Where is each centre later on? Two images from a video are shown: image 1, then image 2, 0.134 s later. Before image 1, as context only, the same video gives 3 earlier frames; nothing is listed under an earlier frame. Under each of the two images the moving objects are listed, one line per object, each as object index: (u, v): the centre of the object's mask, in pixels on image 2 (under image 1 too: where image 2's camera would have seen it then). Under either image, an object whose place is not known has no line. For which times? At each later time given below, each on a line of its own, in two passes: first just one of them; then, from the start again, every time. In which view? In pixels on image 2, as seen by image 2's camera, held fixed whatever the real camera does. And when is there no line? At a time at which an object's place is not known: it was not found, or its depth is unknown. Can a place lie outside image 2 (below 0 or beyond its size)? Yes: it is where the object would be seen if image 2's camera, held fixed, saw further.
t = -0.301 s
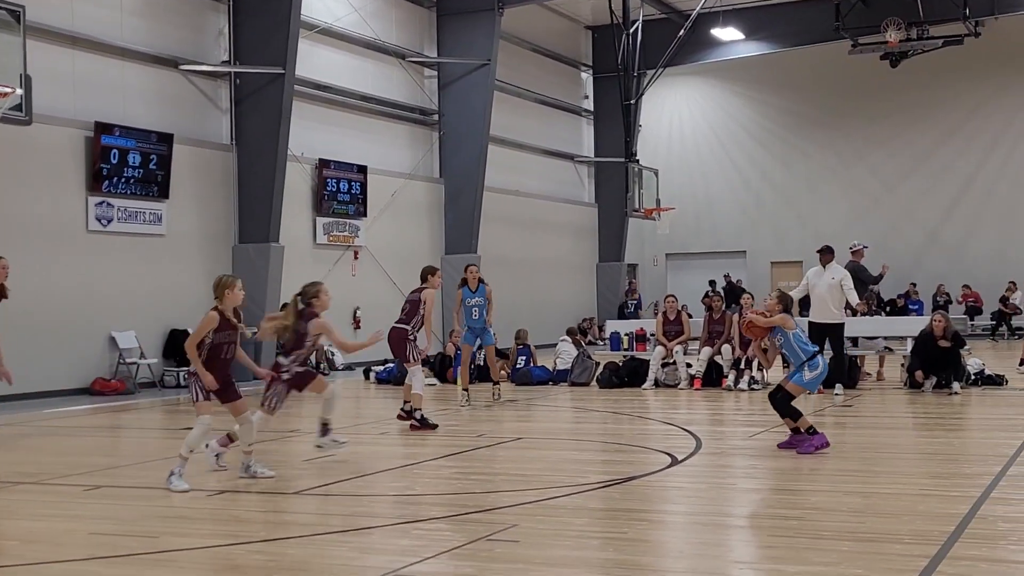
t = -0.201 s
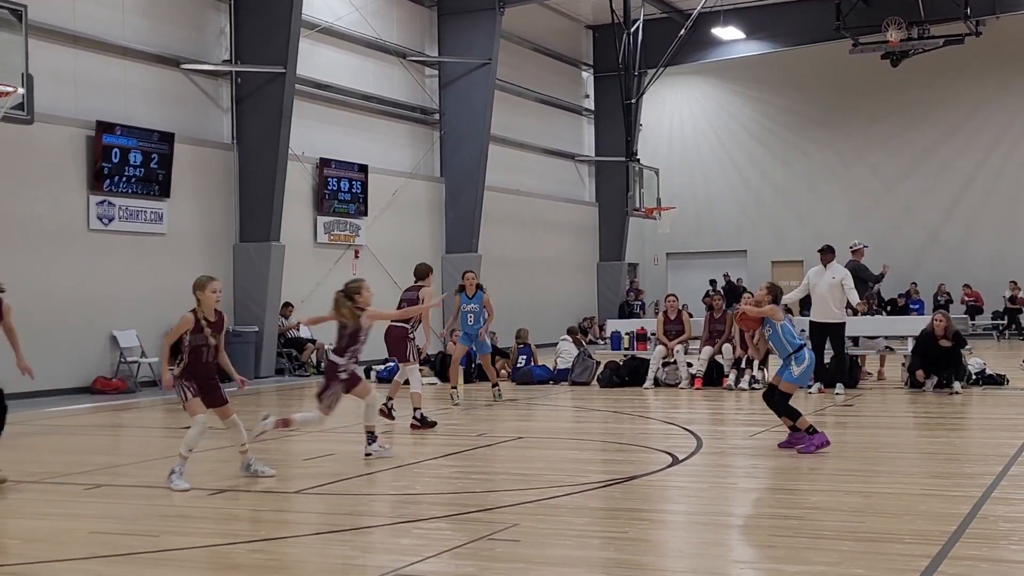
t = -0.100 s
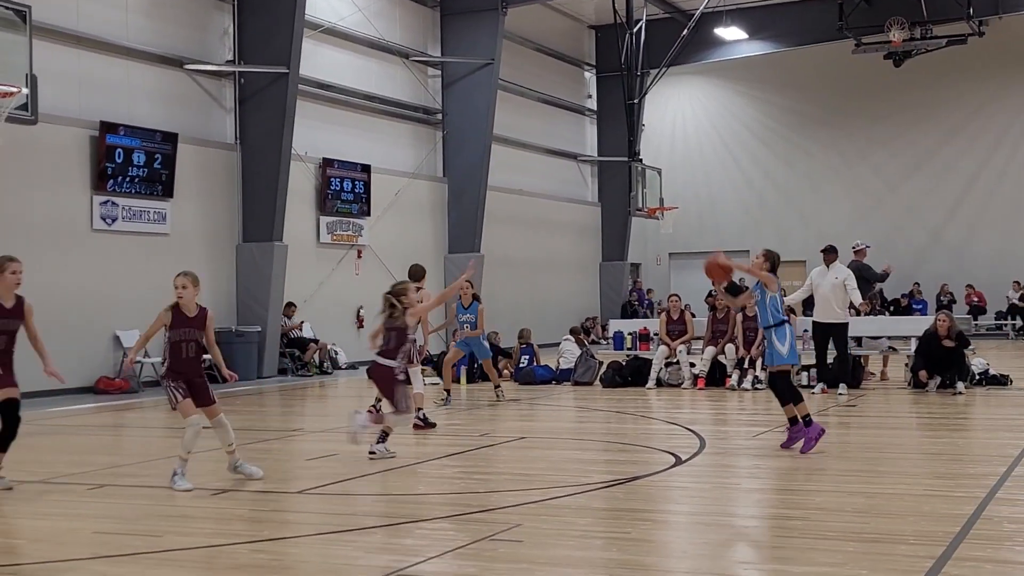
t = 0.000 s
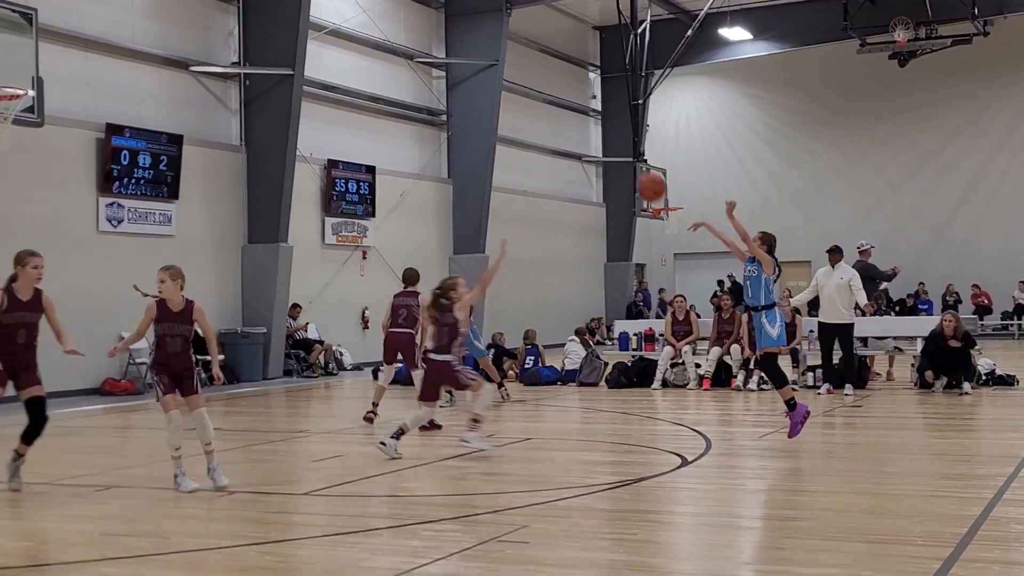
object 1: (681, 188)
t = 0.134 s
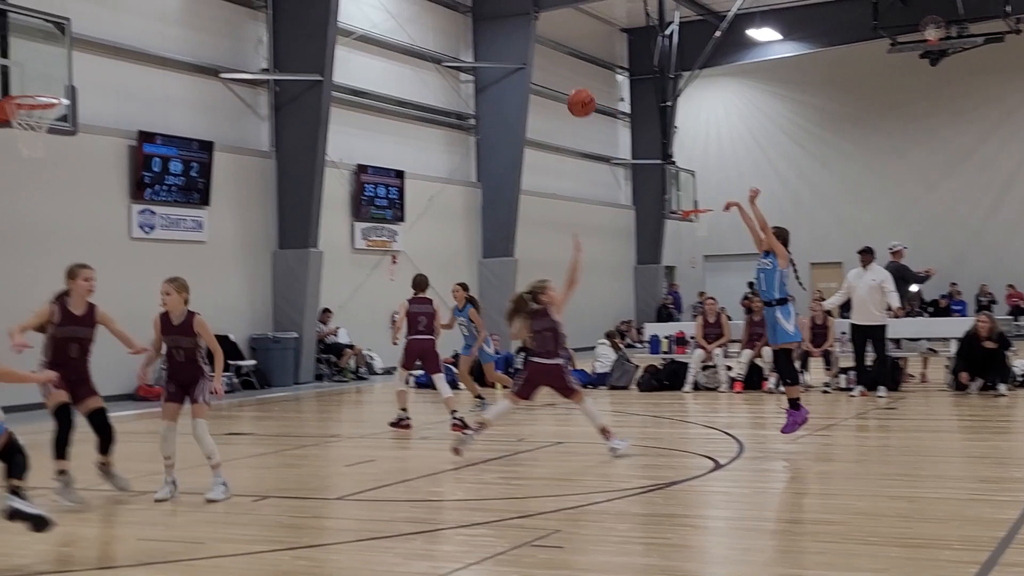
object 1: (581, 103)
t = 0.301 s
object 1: (465, 32)
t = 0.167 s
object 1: (557, 86)
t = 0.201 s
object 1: (533, 70)
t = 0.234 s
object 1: (510, 56)
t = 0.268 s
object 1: (487, 43)
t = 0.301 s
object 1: (465, 32)
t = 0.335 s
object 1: (442, 23)
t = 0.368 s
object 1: (420, 14)
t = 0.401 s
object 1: (398, 7)
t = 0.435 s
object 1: (377, 1)
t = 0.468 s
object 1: (355, -4)
